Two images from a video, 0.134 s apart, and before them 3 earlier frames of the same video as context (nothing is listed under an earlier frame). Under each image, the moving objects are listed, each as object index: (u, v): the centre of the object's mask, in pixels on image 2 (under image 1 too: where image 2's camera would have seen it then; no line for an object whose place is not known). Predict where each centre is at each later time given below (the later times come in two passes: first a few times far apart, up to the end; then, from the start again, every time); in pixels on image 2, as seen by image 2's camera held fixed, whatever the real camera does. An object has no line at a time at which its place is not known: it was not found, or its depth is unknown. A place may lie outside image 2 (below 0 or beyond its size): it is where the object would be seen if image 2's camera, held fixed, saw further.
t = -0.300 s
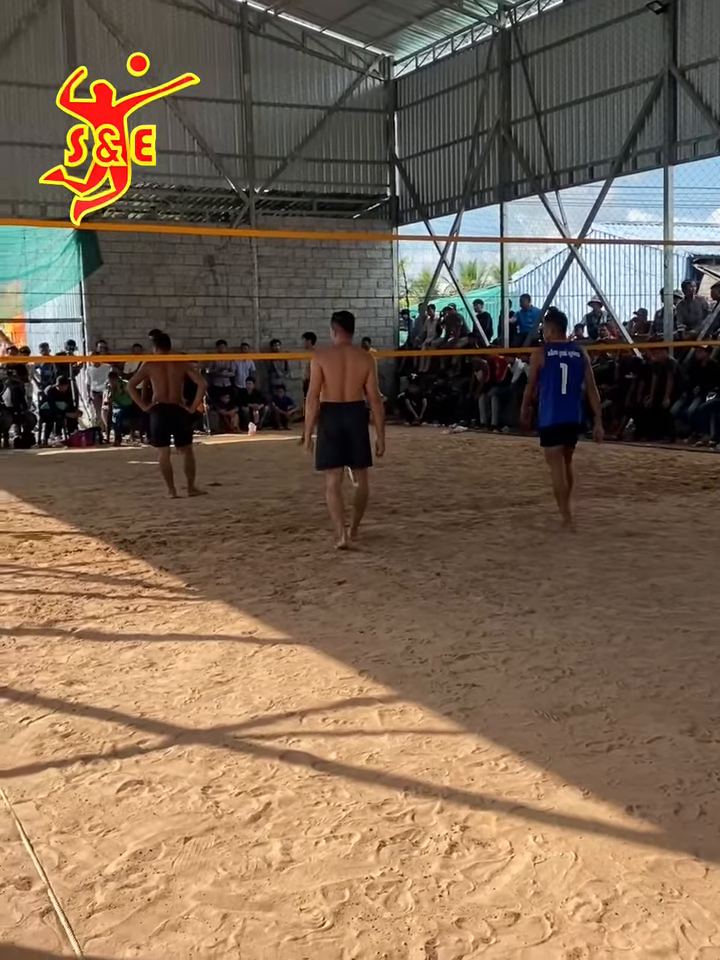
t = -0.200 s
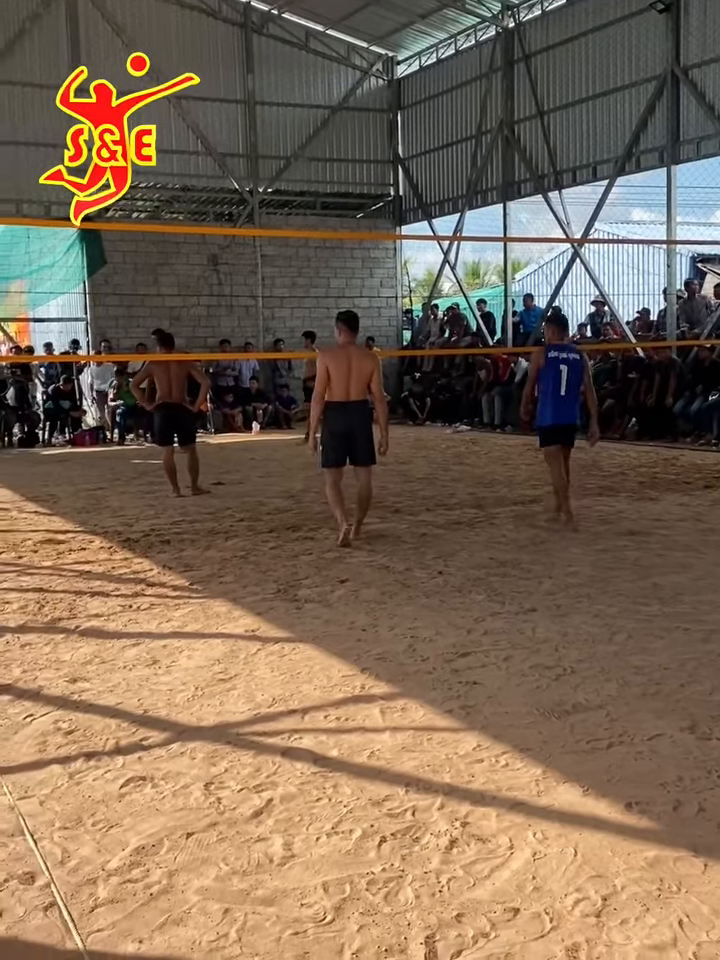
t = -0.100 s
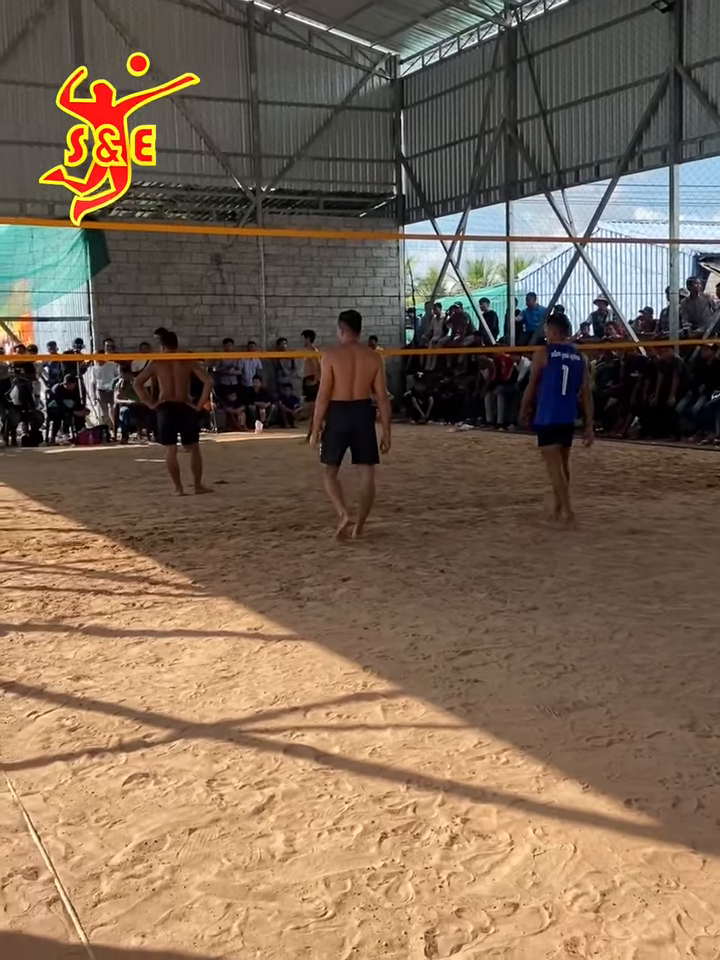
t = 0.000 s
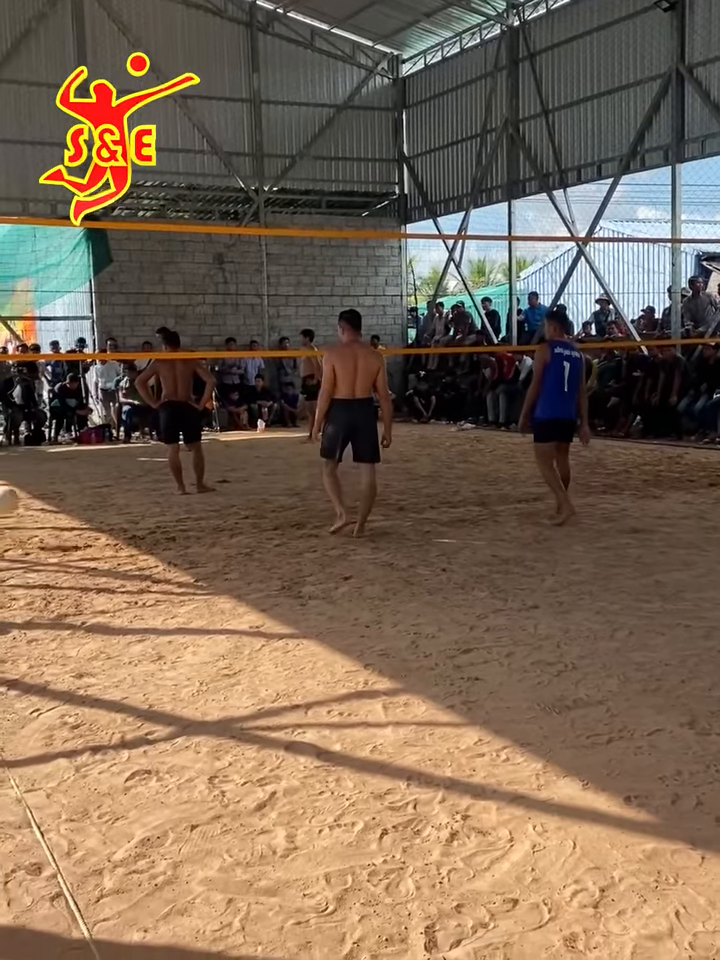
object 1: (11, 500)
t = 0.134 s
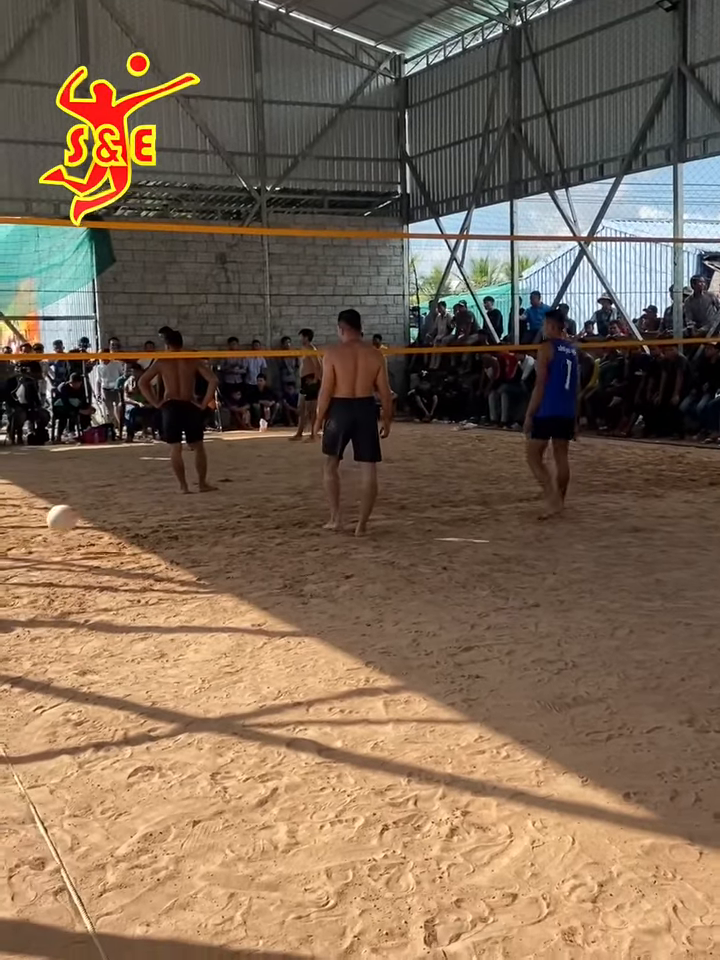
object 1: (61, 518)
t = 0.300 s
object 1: (123, 500)
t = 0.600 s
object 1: (247, 560)
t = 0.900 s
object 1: (398, 575)
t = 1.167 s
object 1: (558, 589)
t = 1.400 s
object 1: (719, 616)
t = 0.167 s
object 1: (73, 512)
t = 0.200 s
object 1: (84, 507)
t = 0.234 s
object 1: (98, 503)
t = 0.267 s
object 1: (110, 501)
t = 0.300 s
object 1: (123, 500)
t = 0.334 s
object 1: (135, 500)
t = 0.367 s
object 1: (149, 502)
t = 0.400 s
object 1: (162, 507)
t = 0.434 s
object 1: (175, 512)
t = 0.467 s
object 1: (190, 519)
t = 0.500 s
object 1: (204, 528)
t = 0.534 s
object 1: (218, 538)
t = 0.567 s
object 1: (232, 550)
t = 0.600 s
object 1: (247, 560)
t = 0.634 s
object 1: (263, 555)
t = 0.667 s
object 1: (278, 550)
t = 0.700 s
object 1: (294, 548)
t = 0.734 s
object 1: (310, 548)
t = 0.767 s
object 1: (327, 549)
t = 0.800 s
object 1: (345, 554)
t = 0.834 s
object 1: (362, 558)
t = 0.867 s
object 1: (380, 565)
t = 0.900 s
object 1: (398, 575)
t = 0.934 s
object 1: (417, 581)
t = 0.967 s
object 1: (436, 580)
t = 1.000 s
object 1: (456, 581)
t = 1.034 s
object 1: (476, 584)
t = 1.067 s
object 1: (497, 589)
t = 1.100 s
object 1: (518, 593)
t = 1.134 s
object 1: (538, 589)
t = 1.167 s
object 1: (558, 589)
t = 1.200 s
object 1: (579, 588)
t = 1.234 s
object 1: (601, 591)
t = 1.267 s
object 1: (623, 595)
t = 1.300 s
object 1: (646, 602)
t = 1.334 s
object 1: (670, 612)
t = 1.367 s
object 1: (694, 615)
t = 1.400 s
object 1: (719, 616)
